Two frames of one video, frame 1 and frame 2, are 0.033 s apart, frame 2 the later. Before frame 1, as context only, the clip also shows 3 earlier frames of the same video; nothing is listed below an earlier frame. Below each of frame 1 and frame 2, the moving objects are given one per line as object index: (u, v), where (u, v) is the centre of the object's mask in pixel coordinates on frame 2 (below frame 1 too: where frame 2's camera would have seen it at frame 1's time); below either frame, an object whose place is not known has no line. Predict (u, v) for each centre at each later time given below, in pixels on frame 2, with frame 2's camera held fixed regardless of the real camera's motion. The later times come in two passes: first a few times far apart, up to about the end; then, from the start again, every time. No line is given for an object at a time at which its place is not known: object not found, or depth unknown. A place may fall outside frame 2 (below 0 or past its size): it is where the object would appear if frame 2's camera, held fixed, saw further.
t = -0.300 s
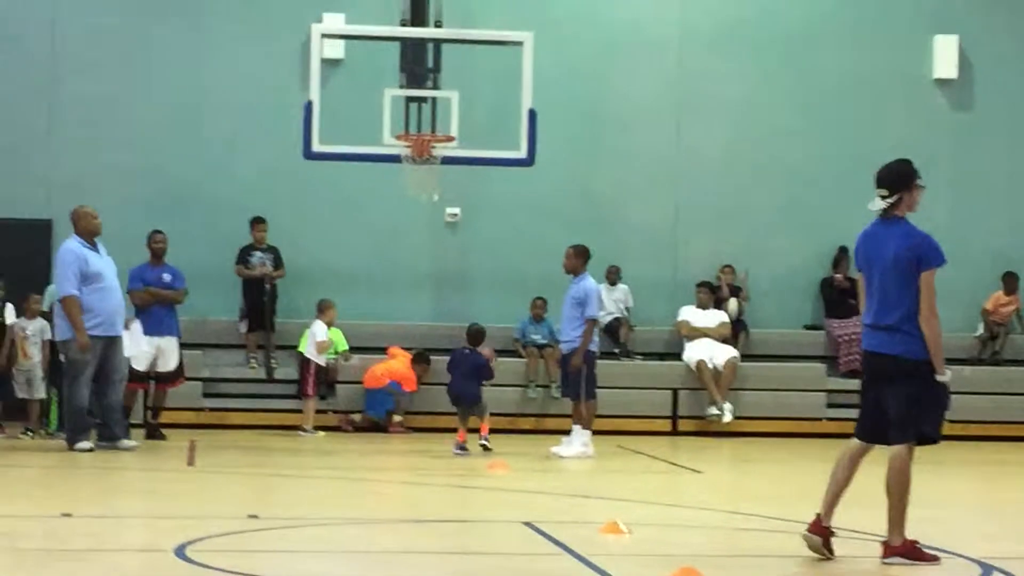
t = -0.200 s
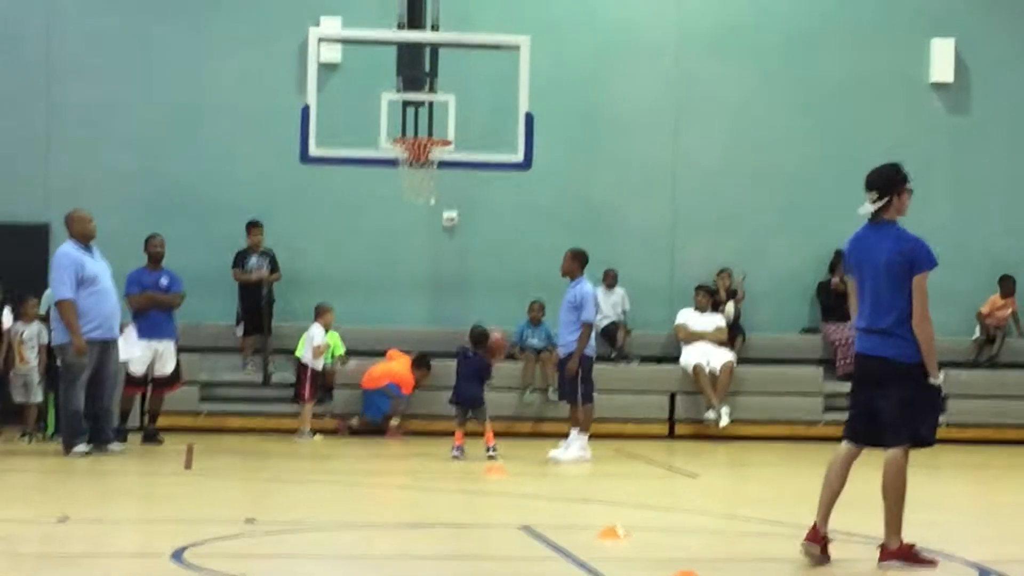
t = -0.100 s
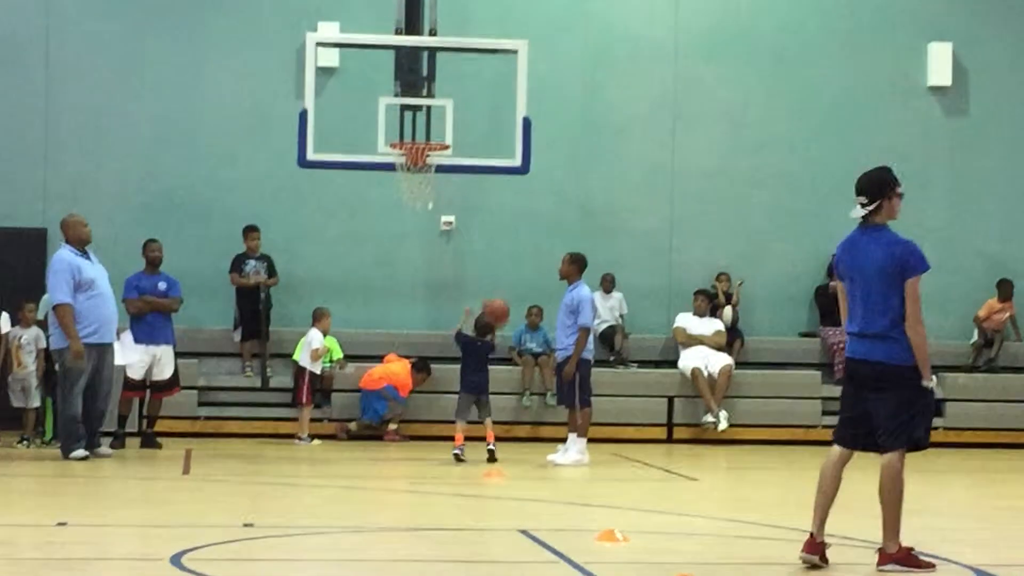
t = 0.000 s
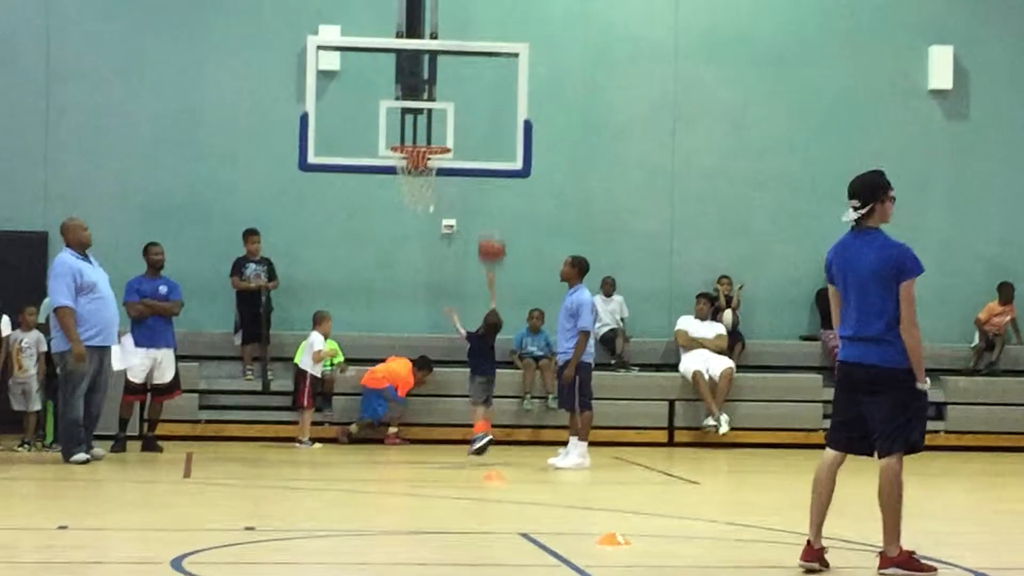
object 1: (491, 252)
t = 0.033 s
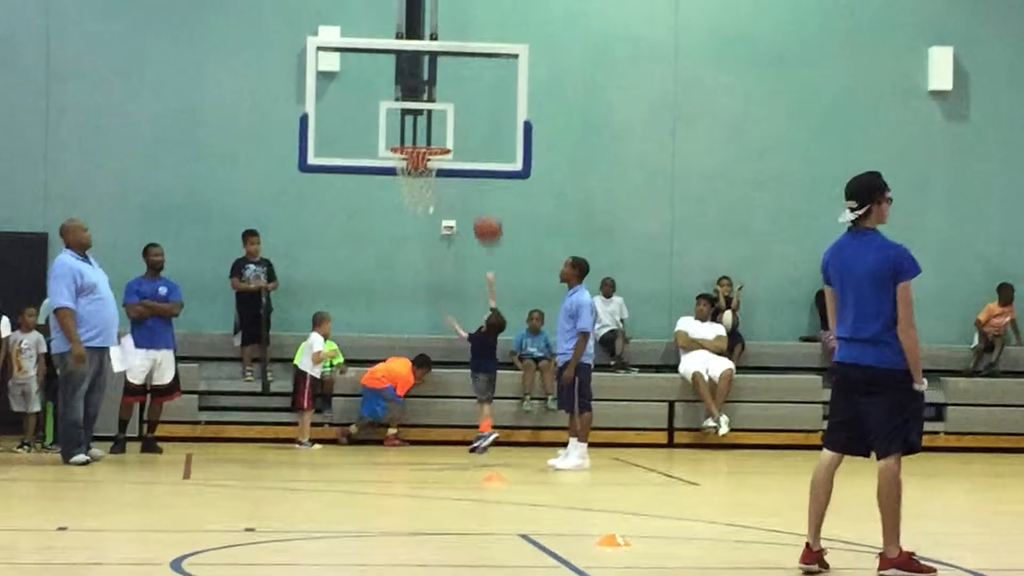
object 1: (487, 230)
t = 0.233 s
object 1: (467, 130)
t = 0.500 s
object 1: (439, 77)
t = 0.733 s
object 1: (415, 100)
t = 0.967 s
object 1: (411, 129)
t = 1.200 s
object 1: (425, 161)
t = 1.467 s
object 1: (425, 218)
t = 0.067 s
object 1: (484, 209)
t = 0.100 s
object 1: (480, 189)
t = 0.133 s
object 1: (477, 173)
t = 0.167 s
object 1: (474, 158)
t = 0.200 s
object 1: (470, 144)
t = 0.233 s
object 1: (467, 130)
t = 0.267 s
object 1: (464, 120)
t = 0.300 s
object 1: (459, 109)
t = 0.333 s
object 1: (457, 101)
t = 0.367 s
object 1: (453, 93)
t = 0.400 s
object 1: (450, 87)
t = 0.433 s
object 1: (446, 83)
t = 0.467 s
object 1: (443, 79)
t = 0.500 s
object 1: (439, 77)
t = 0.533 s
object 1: (436, 76)
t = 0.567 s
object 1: (433, 77)
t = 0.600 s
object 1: (428, 79)
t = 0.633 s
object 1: (426, 83)
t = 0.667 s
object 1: (422, 87)
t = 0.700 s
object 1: (418, 92)
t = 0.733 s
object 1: (415, 100)
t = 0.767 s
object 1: (411, 109)
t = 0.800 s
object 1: (407, 119)
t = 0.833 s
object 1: (403, 129)
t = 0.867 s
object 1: (404, 132)
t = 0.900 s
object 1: (407, 131)
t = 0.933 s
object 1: (408, 129)
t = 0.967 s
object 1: (411, 129)
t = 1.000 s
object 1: (413, 130)
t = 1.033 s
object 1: (416, 132)
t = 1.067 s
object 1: (418, 135)
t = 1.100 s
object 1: (421, 138)
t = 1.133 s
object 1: (423, 142)
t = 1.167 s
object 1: (426, 157)
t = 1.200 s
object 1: (425, 161)
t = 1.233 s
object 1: (427, 166)
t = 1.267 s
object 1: (428, 173)
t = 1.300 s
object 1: (428, 179)
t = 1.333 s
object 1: (429, 183)
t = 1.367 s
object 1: (427, 191)
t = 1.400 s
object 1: (426, 200)
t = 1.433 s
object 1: (426, 208)
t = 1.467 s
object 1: (425, 218)
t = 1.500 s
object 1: (424, 229)
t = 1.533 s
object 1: (423, 242)
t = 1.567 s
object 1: (422, 256)
